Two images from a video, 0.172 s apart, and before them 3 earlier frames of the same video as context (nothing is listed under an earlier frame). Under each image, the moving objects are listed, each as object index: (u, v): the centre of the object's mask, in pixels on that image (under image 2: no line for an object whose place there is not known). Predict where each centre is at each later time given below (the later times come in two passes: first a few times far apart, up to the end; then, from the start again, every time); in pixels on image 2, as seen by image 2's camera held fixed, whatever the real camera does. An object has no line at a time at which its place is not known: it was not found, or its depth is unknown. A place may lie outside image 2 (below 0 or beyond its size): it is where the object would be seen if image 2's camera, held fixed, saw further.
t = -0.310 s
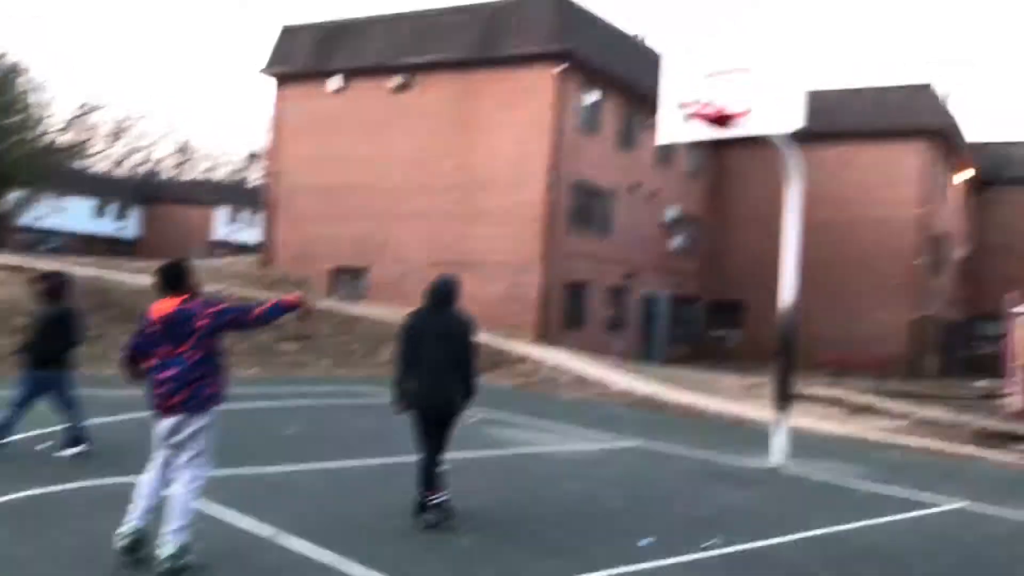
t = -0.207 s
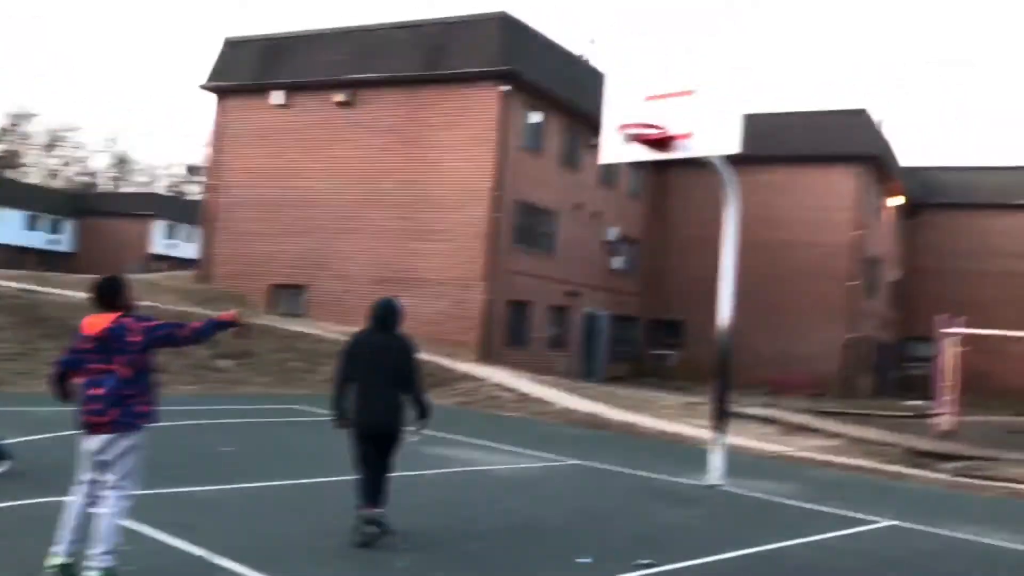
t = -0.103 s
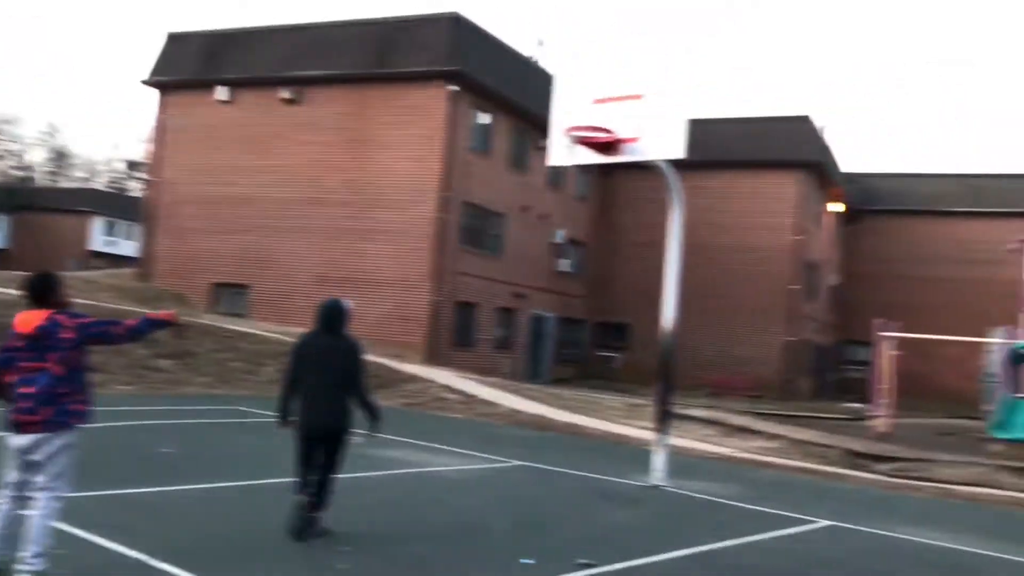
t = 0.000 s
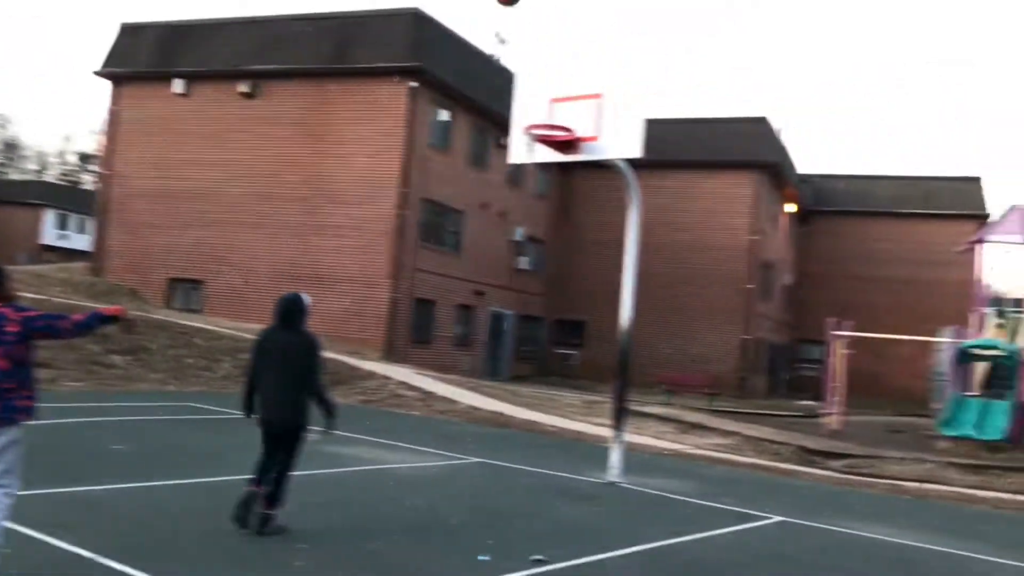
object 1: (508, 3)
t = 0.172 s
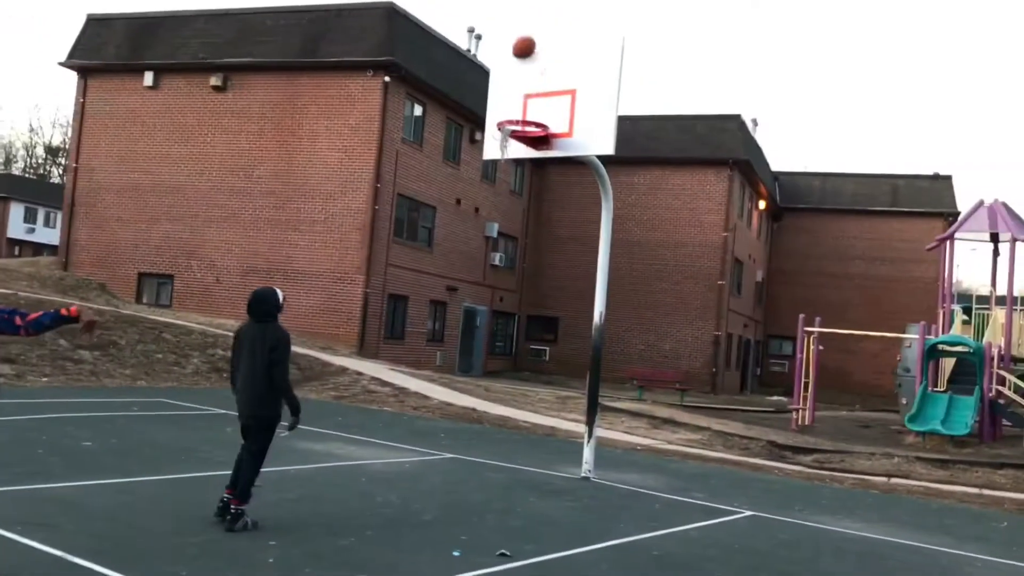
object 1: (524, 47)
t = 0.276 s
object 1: (544, 92)
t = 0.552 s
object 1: (578, 88)
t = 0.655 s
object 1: (580, 87)
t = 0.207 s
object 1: (531, 61)
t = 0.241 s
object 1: (537, 76)
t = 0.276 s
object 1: (544, 92)
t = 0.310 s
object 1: (551, 109)
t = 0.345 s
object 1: (560, 115)
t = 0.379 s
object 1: (572, 113)
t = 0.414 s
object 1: (575, 106)
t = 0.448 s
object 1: (576, 100)
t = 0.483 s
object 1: (577, 95)
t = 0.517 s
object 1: (578, 91)
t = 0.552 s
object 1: (578, 88)
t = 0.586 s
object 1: (579, 87)
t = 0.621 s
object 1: (579, 86)
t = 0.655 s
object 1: (580, 87)
